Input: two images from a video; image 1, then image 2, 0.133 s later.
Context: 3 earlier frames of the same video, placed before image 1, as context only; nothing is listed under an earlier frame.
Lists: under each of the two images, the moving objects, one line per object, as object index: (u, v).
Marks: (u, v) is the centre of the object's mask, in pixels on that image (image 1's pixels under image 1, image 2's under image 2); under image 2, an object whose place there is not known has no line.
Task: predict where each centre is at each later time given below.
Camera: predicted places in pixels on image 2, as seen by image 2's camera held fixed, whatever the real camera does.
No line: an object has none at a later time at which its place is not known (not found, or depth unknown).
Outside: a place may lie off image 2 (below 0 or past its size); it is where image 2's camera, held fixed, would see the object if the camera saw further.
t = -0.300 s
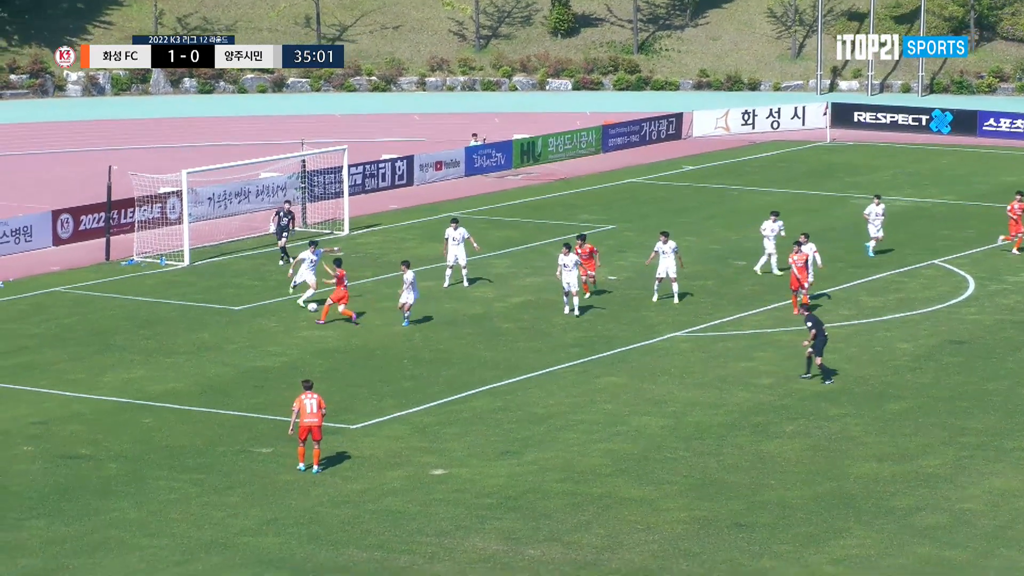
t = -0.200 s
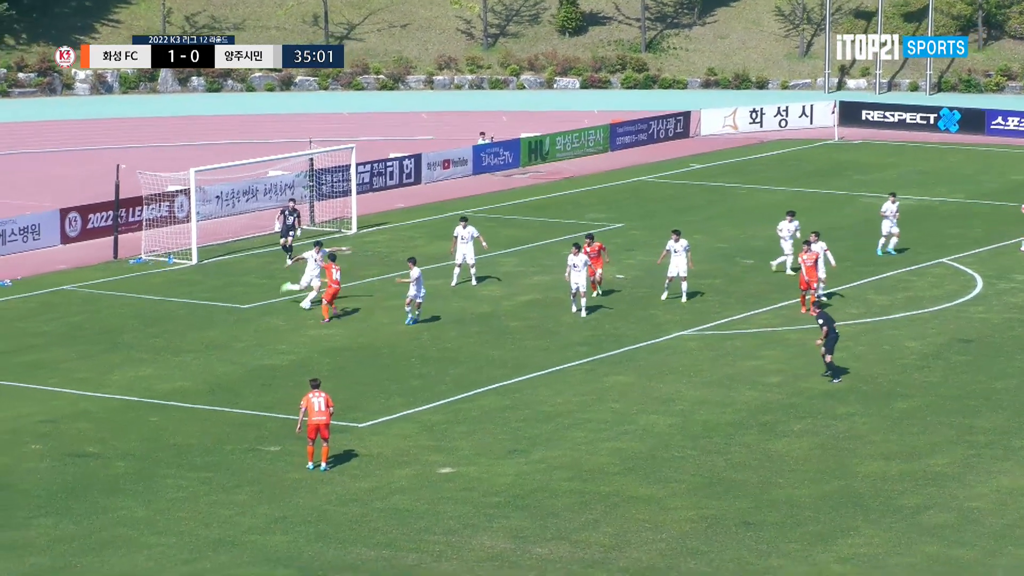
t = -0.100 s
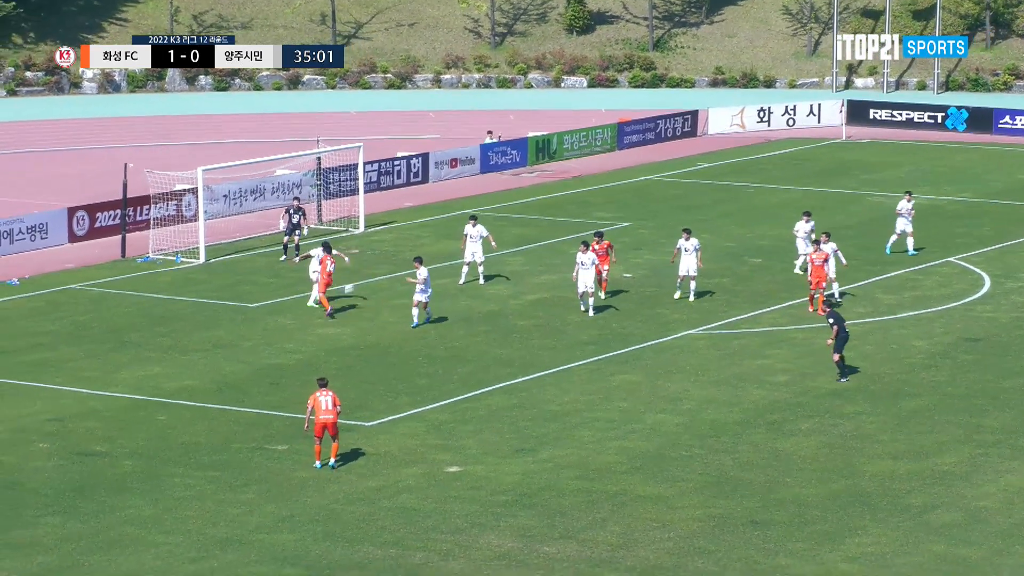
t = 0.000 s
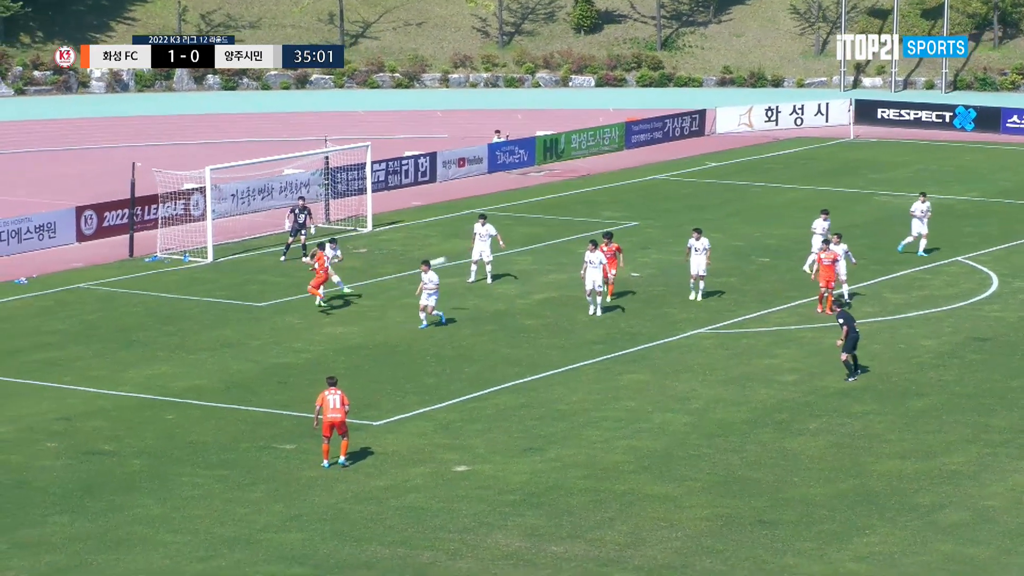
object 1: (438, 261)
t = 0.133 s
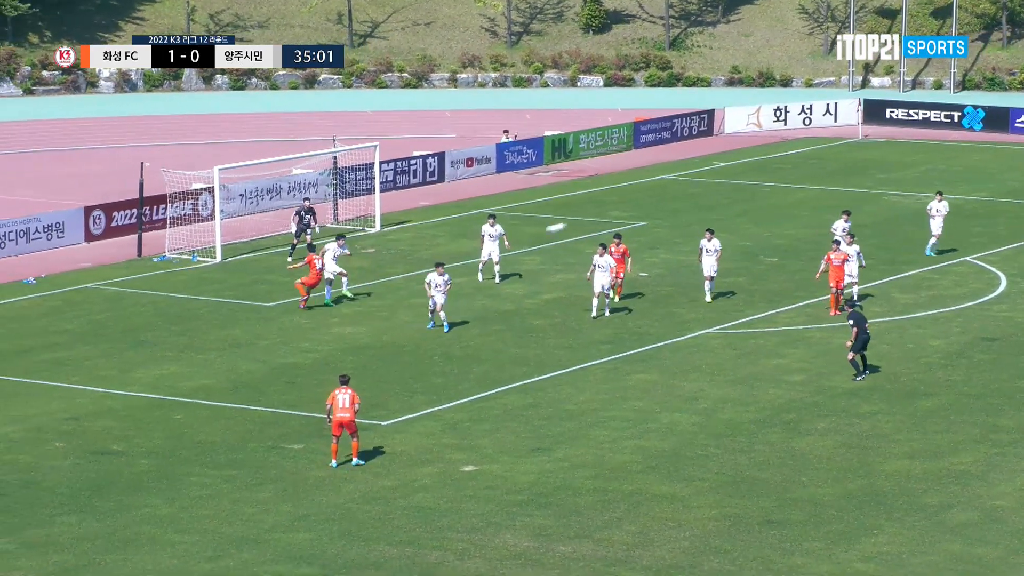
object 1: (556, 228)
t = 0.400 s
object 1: (772, 173)
